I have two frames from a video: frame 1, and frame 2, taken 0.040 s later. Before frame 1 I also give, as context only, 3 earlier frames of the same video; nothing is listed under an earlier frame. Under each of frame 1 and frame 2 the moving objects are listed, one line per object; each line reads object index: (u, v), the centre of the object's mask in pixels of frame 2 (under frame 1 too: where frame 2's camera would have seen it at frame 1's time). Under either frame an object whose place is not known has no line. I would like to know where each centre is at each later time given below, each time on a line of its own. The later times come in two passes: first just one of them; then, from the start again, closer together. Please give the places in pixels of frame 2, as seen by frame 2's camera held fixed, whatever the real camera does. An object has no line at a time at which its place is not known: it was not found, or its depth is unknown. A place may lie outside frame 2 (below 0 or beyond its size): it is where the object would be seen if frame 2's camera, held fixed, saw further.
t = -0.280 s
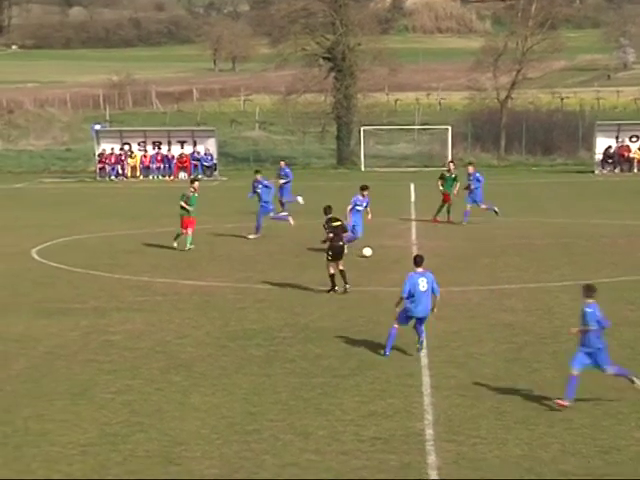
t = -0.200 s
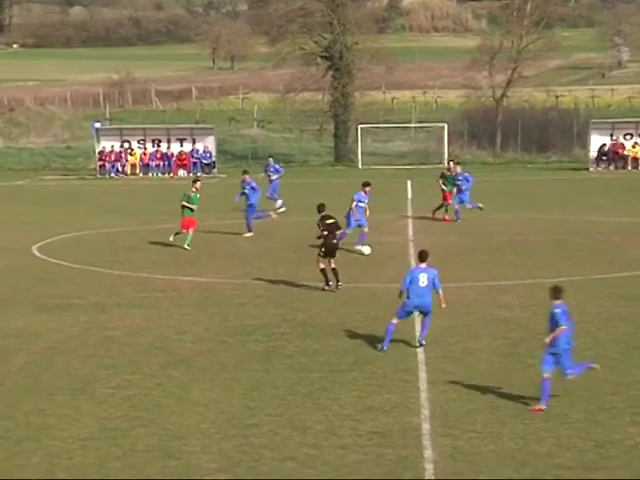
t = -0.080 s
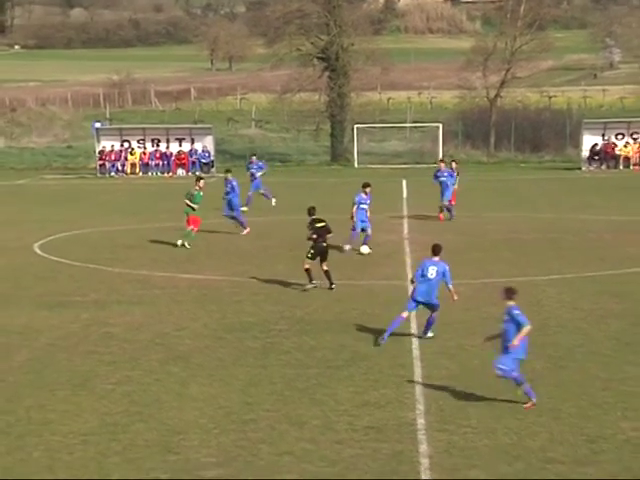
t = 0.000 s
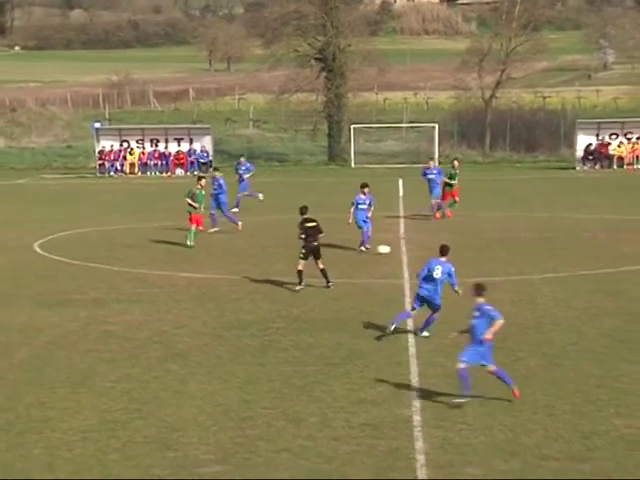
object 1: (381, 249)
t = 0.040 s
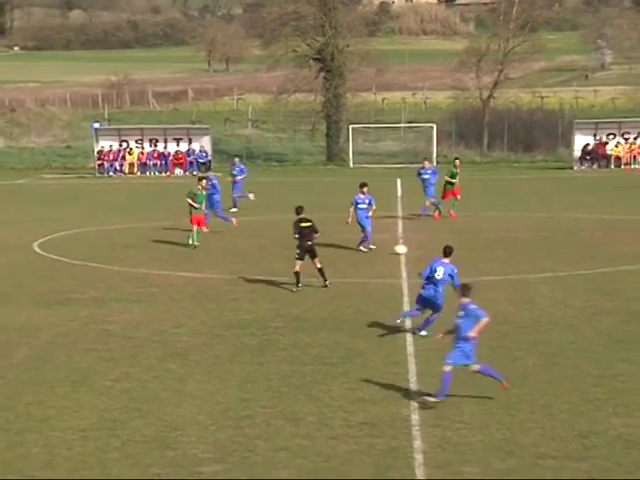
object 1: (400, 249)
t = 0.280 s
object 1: (506, 252)
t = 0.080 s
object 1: (418, 250)
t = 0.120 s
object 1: (437, 250)
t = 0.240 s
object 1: (490, 252)
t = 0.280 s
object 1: (506, 252)
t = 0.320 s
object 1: (521, 252)
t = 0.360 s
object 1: (537, 253)
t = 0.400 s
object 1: (552, 253)
